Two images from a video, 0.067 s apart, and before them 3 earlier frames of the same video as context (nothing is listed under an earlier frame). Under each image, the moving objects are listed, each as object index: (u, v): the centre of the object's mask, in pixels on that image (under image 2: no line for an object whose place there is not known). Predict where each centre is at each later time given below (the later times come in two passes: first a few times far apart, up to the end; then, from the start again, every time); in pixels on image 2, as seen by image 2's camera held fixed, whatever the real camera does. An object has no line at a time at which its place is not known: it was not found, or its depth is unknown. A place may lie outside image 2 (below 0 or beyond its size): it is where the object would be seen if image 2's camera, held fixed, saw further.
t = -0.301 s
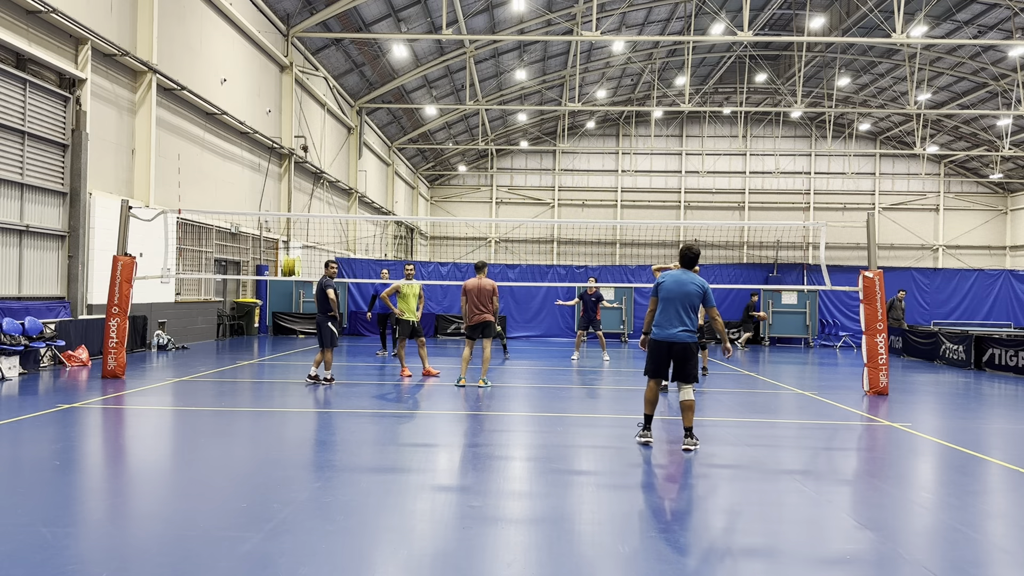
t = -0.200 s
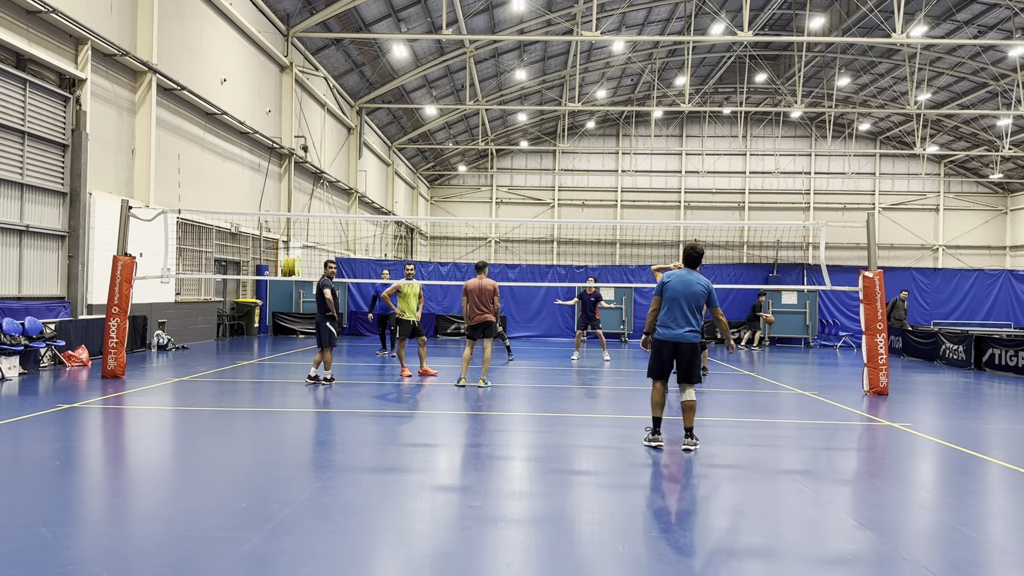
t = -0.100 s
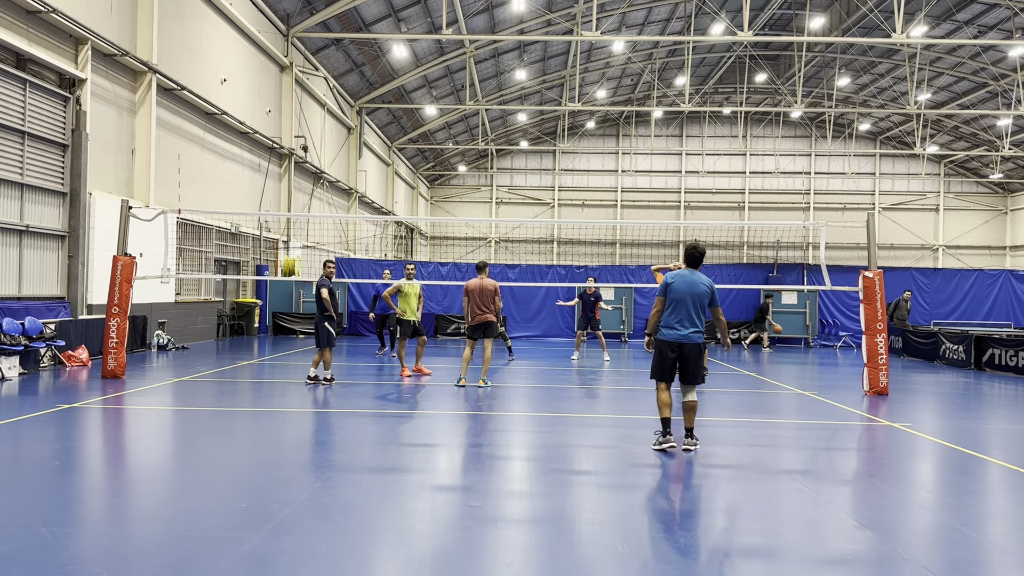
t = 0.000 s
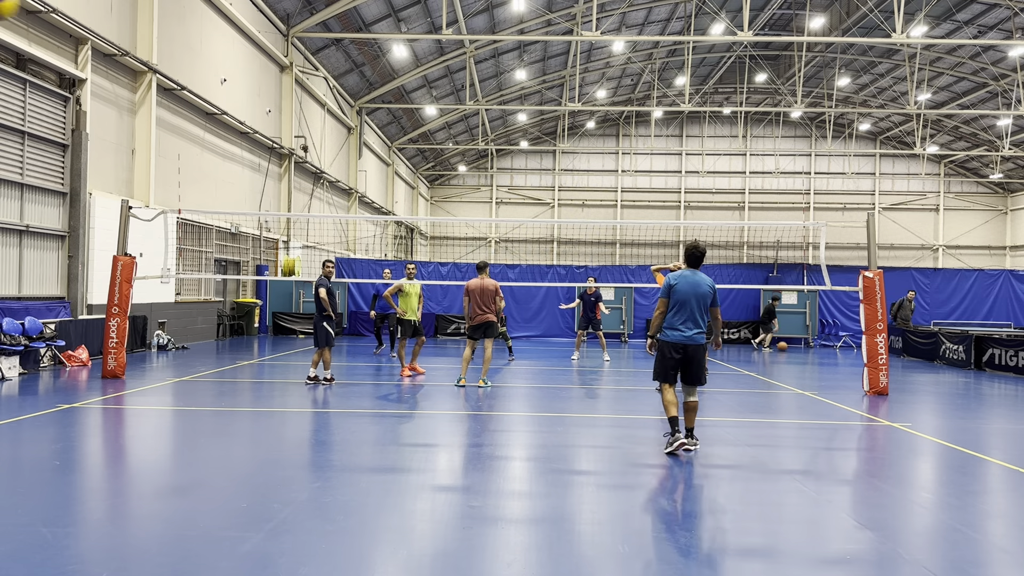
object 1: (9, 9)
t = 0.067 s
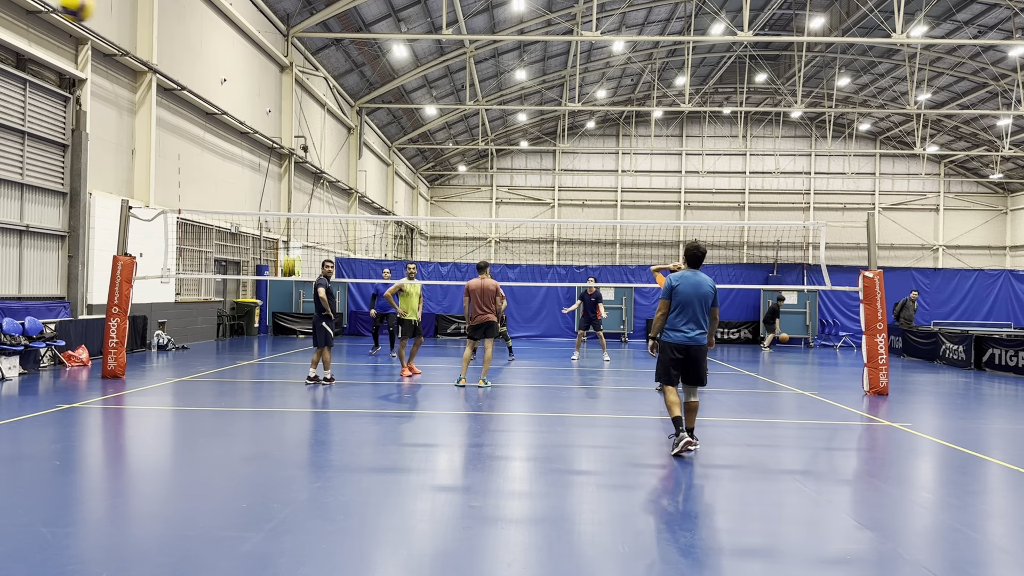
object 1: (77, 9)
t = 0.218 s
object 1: (190, 29)
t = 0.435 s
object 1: (282, 83)
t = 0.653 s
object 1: (335, 144)
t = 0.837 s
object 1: (365, 195)
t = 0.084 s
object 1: (93, 10)
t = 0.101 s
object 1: (109, 11)
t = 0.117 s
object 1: (122, 13)
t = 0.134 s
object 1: (135, 15)
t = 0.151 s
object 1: (148, 17)
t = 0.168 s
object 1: (160, 20)
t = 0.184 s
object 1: (170, 23)
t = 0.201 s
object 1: (180, 26)
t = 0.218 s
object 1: (190, 29)
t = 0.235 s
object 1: (199, 33)
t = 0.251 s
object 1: (208, 36)
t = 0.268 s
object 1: (217, 40)
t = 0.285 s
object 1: (225, 44)
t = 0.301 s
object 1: (232, 48)
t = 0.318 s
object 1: (239, 52)
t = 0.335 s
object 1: (246, 57)
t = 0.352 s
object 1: (252, 61)
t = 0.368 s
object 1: (259, 65)
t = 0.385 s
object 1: (265, 70)
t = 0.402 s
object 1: (271, 74)
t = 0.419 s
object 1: (276, 79)
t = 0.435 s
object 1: (282, 83)
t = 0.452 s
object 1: (287, 88)
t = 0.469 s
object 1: (292, 92)
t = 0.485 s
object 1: (296, 97)
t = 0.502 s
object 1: (301, 101)
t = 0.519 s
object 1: (305, 106)
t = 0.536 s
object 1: (309, 111)
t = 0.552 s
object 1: (313, 115)
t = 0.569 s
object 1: (317, 120)
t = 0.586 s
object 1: (321, 125)
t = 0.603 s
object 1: (324, 130)
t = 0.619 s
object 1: (328, 135)
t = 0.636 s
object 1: (332, 139)
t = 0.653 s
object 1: (335, 144)
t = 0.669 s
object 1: (339, 148)
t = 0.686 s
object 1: (341, 153)
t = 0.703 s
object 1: (345, 158)
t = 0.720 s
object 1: (347, 162)
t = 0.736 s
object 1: (350, 167)
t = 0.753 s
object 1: (352, 172)
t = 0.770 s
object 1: (355, 176)
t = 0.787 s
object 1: (357, 181)
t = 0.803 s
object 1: (360, 186)
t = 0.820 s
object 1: (362, 191)
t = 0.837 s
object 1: (365, 195)
